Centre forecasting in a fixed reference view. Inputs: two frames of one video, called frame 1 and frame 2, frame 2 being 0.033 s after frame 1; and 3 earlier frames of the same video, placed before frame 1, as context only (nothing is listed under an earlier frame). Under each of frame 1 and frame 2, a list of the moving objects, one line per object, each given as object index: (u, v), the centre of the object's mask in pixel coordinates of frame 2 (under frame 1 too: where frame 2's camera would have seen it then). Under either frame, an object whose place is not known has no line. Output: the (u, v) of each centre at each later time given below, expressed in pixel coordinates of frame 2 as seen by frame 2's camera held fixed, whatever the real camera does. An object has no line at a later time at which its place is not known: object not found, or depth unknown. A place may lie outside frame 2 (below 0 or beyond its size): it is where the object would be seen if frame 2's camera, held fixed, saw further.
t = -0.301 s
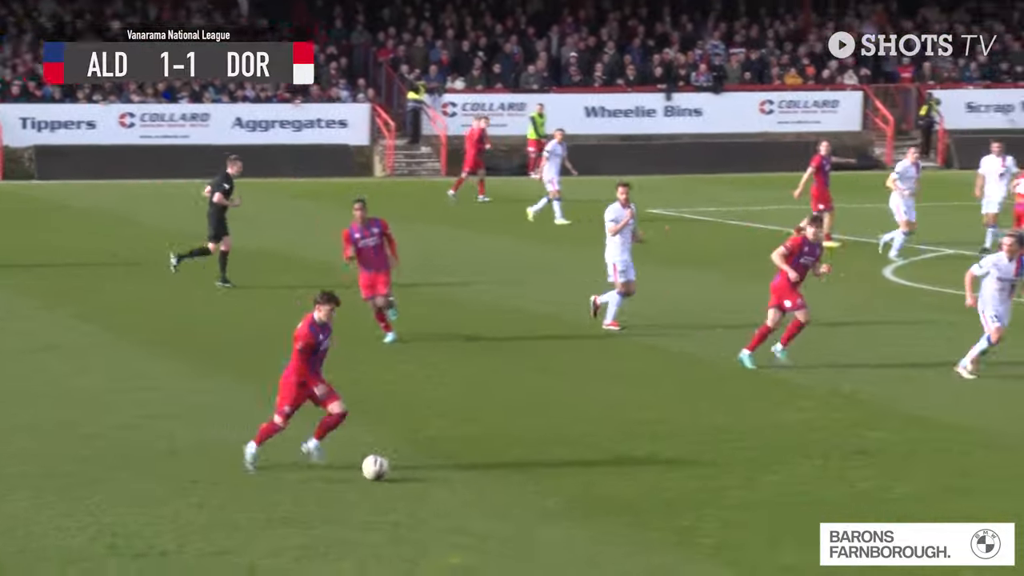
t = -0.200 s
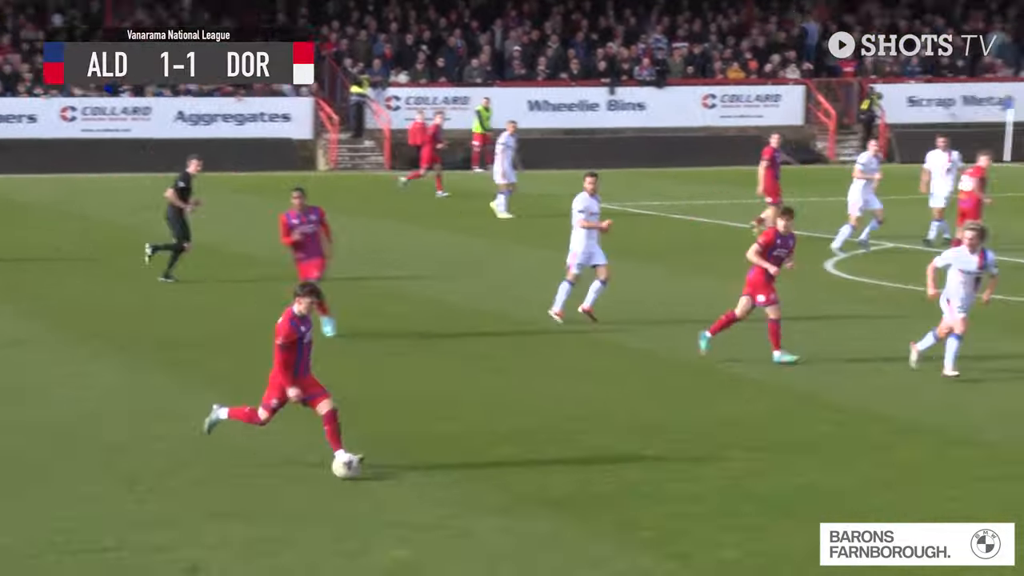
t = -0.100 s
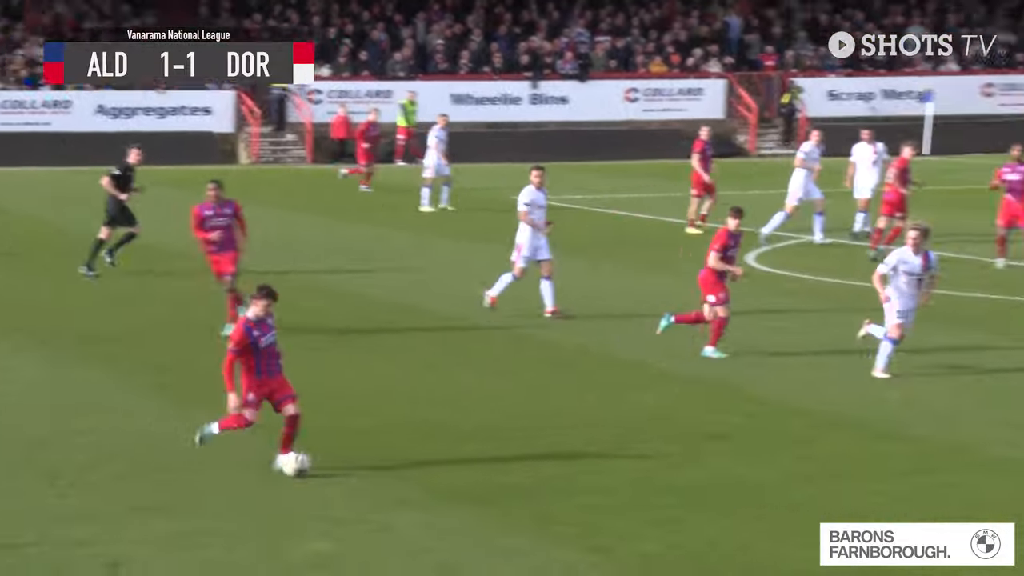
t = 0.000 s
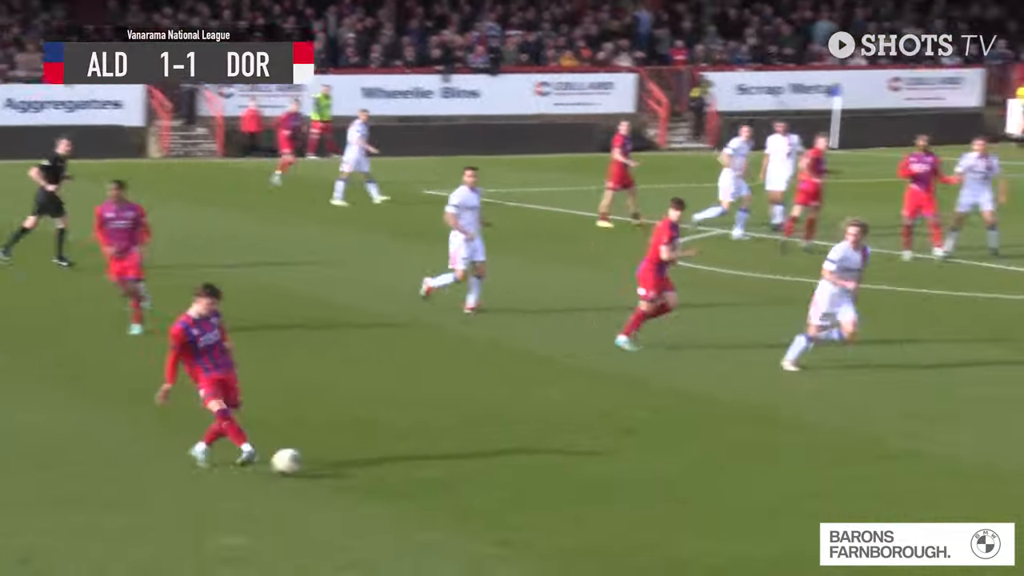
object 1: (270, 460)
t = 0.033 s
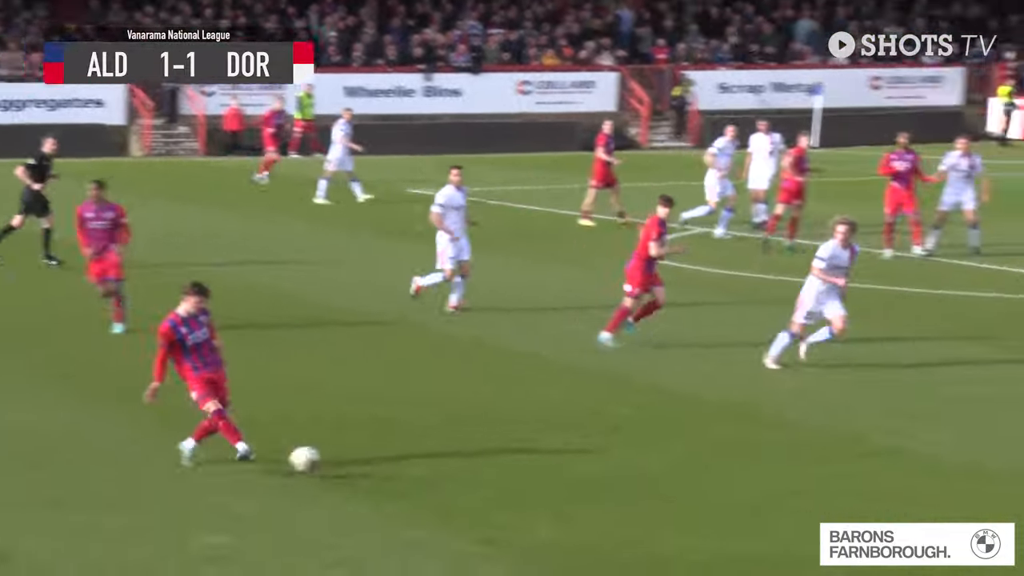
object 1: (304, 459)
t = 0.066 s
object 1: (366, 455)
